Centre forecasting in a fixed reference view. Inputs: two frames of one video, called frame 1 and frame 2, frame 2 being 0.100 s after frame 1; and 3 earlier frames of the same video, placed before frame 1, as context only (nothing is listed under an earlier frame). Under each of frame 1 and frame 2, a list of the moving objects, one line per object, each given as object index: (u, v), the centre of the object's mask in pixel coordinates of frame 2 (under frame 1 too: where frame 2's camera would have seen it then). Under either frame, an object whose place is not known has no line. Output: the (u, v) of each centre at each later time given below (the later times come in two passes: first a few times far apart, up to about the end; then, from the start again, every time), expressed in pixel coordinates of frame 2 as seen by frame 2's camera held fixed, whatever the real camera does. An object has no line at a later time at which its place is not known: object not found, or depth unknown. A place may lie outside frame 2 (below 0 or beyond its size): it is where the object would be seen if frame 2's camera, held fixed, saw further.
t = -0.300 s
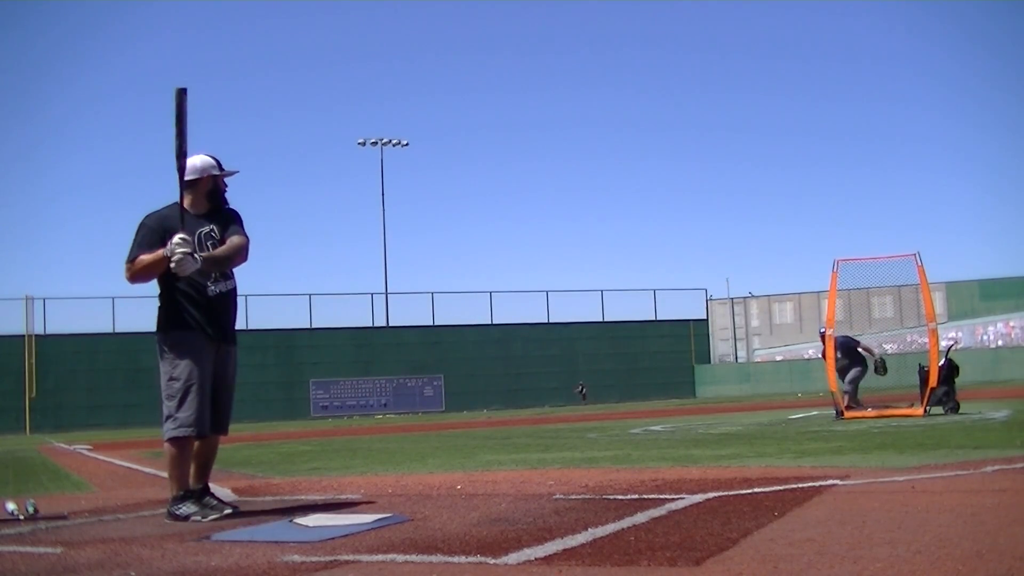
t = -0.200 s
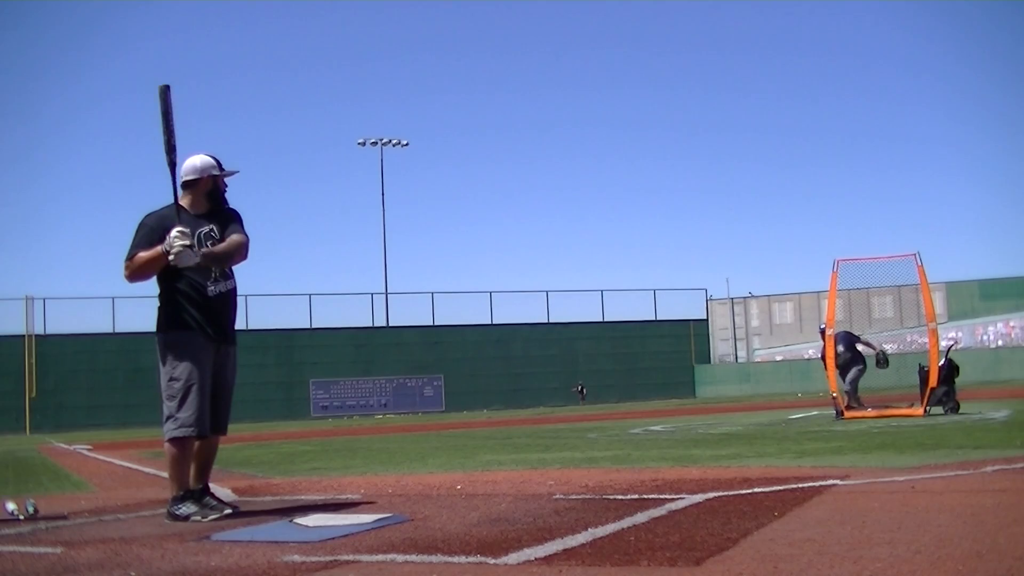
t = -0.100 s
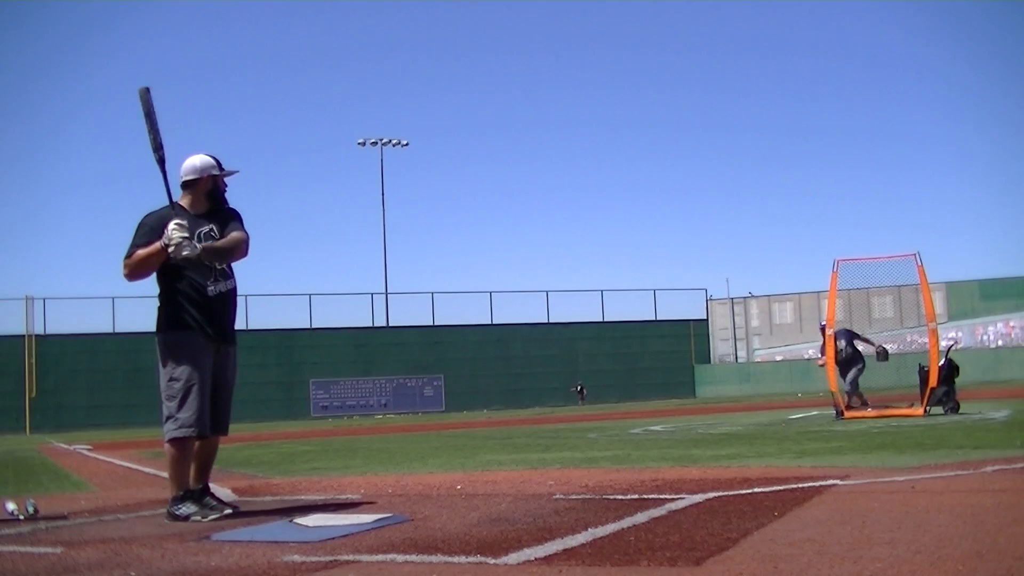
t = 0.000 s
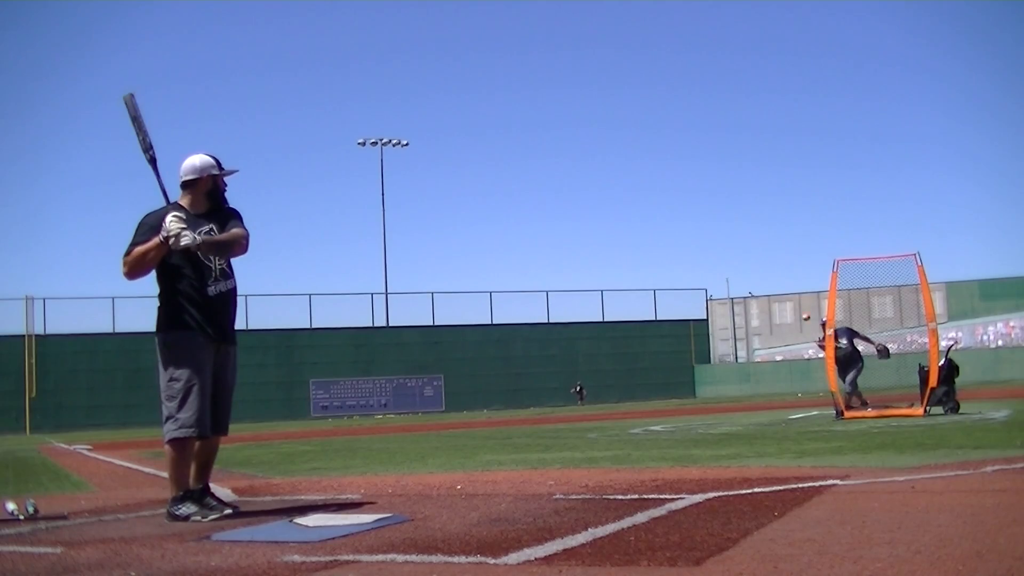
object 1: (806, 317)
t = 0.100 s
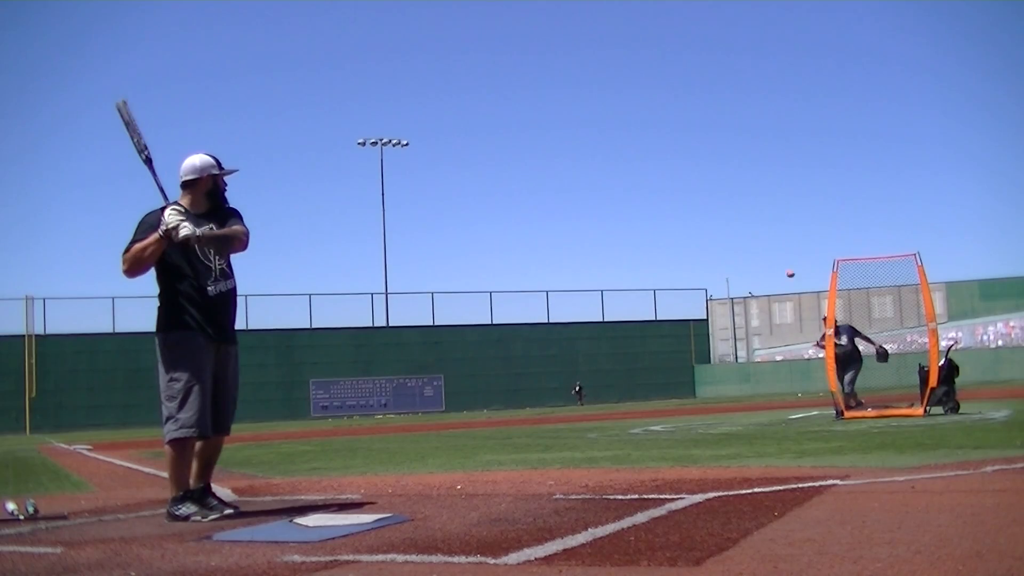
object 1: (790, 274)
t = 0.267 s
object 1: (761, 209)
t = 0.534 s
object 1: (703, 135)
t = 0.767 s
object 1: (632, 117)
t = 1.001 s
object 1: (525, 180)
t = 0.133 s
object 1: (784, 260)
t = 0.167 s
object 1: (779, 247)
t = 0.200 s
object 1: (774, 234)
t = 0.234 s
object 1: (768, 221)
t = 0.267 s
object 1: (761, 209)
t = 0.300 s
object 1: (755, 198)
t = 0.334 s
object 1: (748, 187)
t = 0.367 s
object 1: (741, 177)
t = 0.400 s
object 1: (734, 167)
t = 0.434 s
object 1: (727, 158)
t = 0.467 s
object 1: (719, 150)
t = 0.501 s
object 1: (711, 142)
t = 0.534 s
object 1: (703, 135)
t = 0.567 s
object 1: (694, 130)
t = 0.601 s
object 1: (685, 125)
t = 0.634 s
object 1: (676, 120)
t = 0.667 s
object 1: (666, 118)
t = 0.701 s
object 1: (655, 116)
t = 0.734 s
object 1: (644, 116)
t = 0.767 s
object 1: (632, 117)
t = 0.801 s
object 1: (620, 120)
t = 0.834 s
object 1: (606, 124)
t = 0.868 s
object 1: (592, 130)
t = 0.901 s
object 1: (577, 139)
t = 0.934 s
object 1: (561, 150)
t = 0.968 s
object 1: (544, 163)
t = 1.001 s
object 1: (525, 180)
